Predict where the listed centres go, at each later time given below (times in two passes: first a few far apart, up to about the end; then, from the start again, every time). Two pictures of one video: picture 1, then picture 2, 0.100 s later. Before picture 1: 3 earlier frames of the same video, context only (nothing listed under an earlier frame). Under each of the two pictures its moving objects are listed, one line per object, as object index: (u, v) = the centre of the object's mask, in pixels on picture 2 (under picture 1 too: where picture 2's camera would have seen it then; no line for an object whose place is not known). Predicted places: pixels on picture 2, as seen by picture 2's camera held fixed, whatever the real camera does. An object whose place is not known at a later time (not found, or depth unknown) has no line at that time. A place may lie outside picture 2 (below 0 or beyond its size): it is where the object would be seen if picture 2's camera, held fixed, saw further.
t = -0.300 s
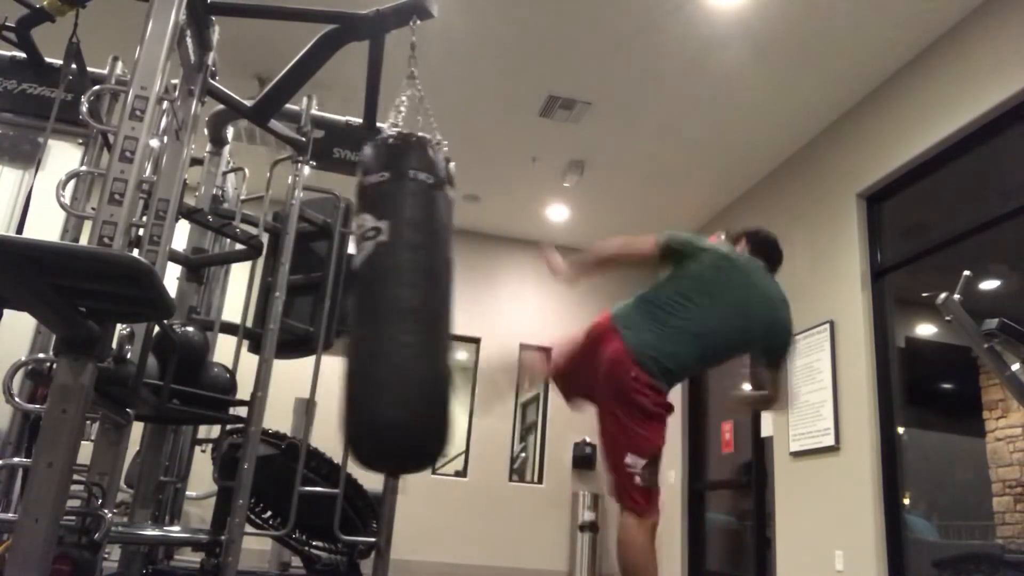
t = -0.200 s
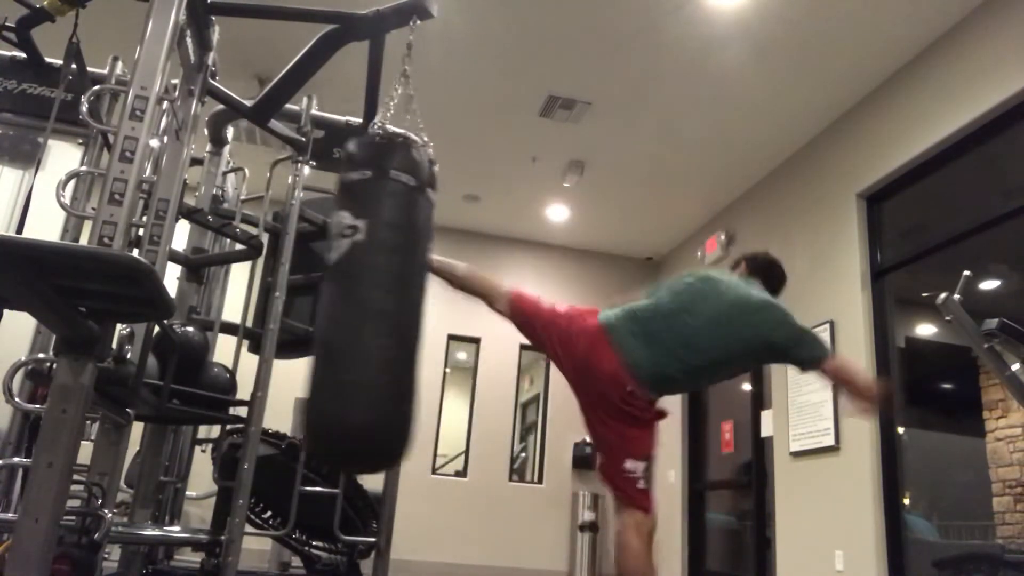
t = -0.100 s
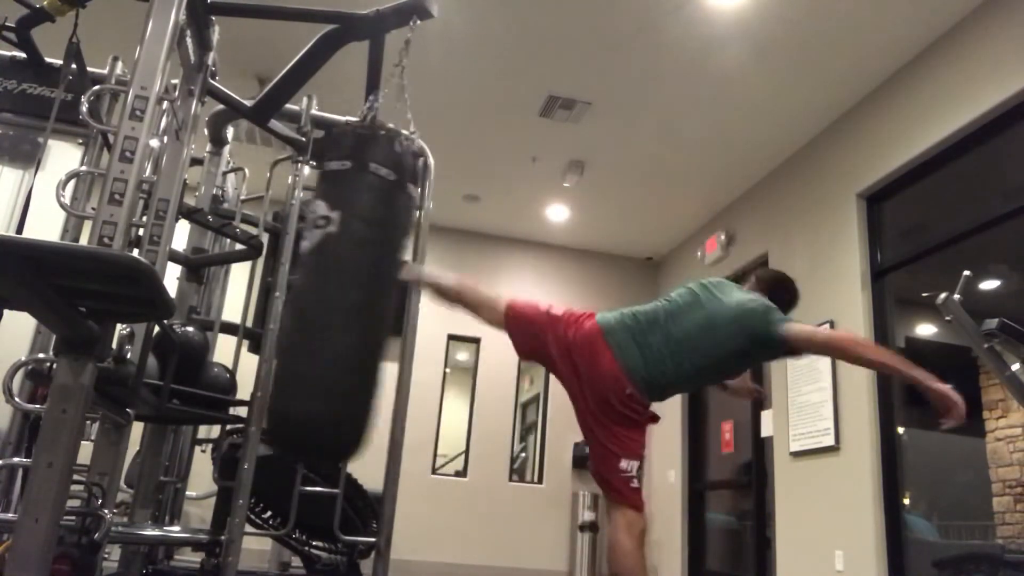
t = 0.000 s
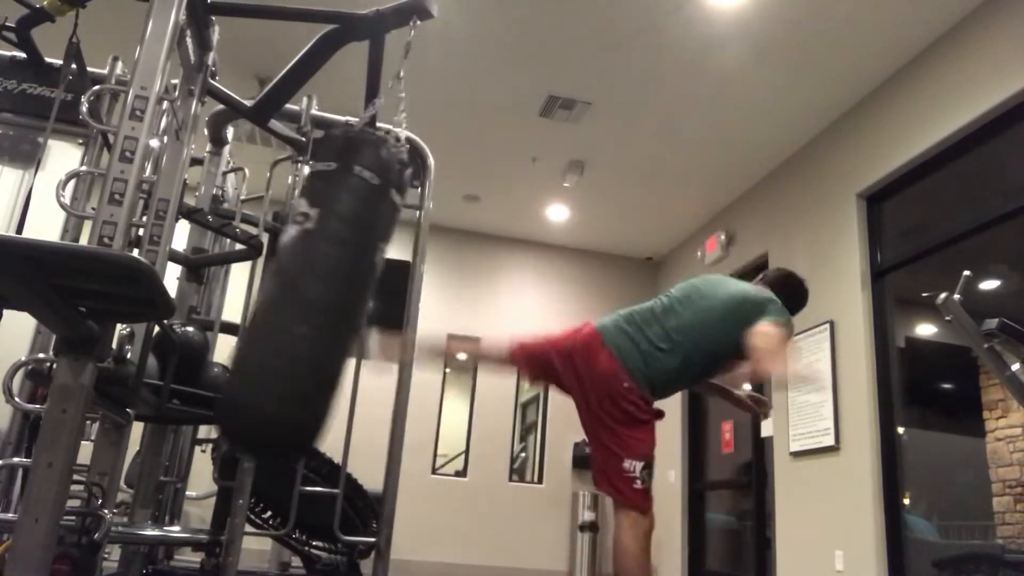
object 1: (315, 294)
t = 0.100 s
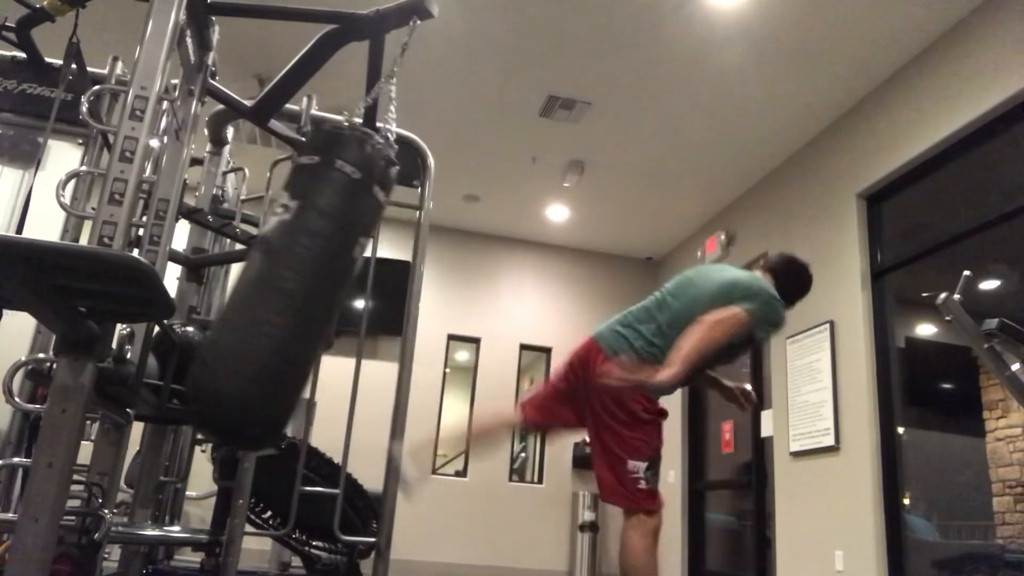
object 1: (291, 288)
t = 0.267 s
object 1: (268, 279)
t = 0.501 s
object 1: (274, 285)
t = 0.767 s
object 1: (328, 299)
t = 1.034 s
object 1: (403, 313)
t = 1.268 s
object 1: (457, 310)
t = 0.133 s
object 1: (285, 286)
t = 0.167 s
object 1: (278, 285)
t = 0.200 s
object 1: (274, 283)
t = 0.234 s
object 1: (272, 279)
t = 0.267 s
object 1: (268, 279)
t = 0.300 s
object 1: (265, 280)
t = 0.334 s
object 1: (264, 281)
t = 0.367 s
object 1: (263, 282)
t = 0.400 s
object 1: (265, 282)
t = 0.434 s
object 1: (267, 282)
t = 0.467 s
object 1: (270, 284)
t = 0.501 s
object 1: (274, 285)
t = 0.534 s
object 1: (279, 286)
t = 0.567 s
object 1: (286, 286)
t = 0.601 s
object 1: (292, 288)
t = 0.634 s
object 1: (297, 291)
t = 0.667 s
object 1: (304, 296)
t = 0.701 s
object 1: (311, 297)
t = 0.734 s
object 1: (319, 297)
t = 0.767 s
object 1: (328, 299)
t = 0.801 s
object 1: (336, 305)
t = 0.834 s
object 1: (347, 306)
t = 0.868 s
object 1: (356, 306)
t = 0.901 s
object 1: (366, 310)
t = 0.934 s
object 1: (373, 311)
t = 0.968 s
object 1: (384, 311)
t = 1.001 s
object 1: (393, 313)
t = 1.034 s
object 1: (403, 313)
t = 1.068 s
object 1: (412, 313)
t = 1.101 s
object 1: (421, 313)
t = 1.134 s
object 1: (429, 312)
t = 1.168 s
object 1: (436, 311)
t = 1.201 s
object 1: (444, 310)
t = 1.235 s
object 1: (450, 309)
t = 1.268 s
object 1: (457, 310)
